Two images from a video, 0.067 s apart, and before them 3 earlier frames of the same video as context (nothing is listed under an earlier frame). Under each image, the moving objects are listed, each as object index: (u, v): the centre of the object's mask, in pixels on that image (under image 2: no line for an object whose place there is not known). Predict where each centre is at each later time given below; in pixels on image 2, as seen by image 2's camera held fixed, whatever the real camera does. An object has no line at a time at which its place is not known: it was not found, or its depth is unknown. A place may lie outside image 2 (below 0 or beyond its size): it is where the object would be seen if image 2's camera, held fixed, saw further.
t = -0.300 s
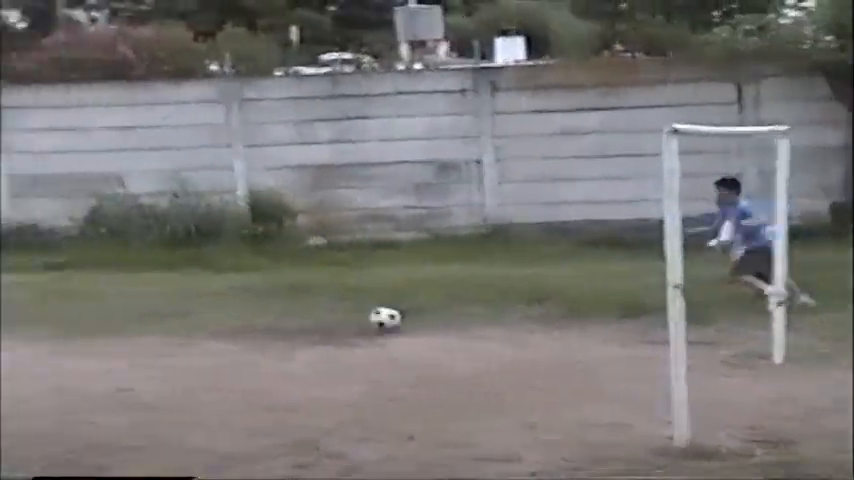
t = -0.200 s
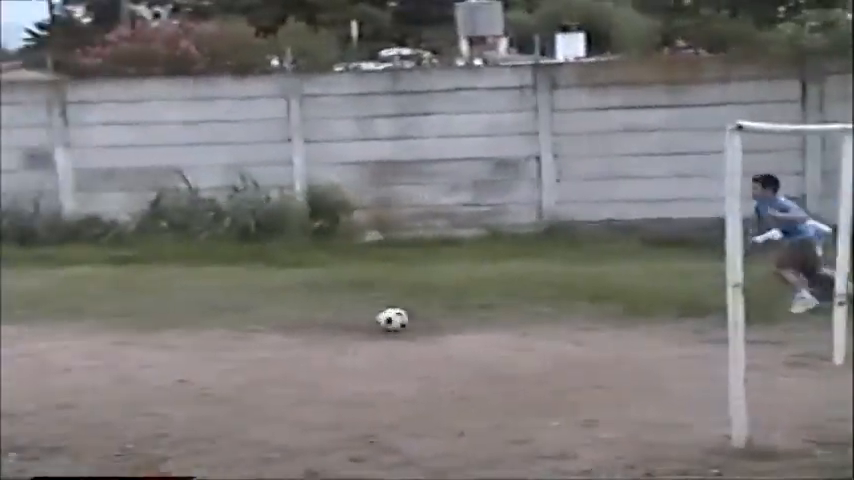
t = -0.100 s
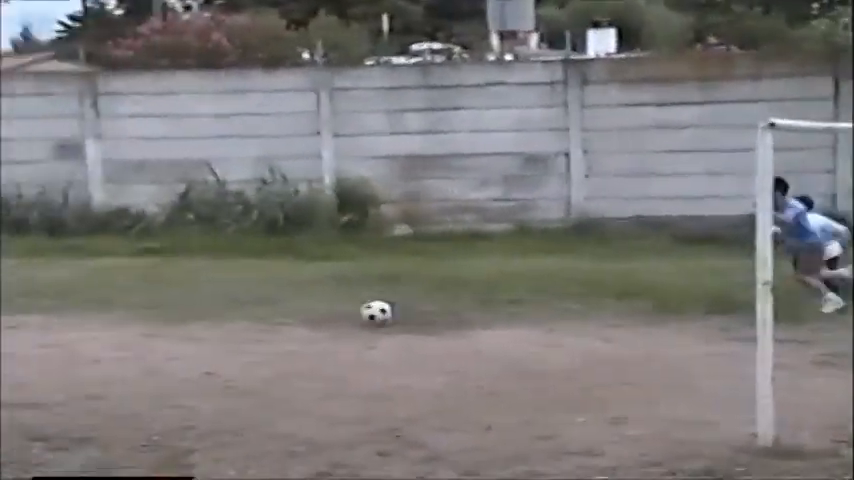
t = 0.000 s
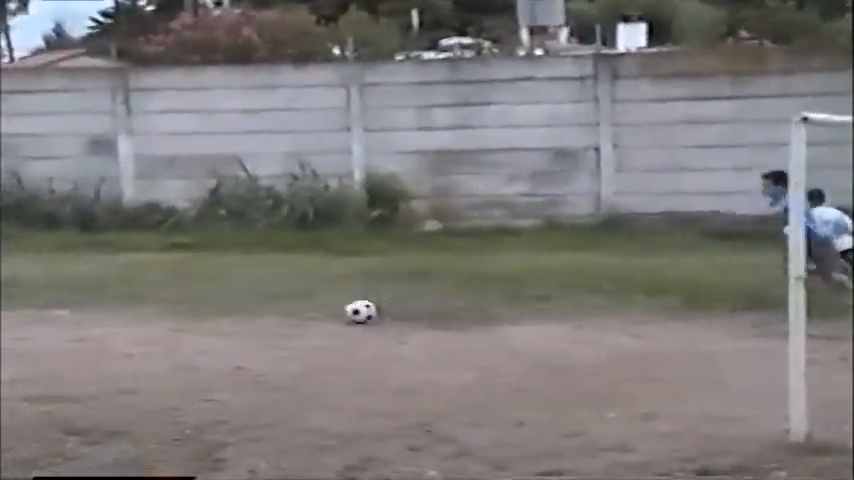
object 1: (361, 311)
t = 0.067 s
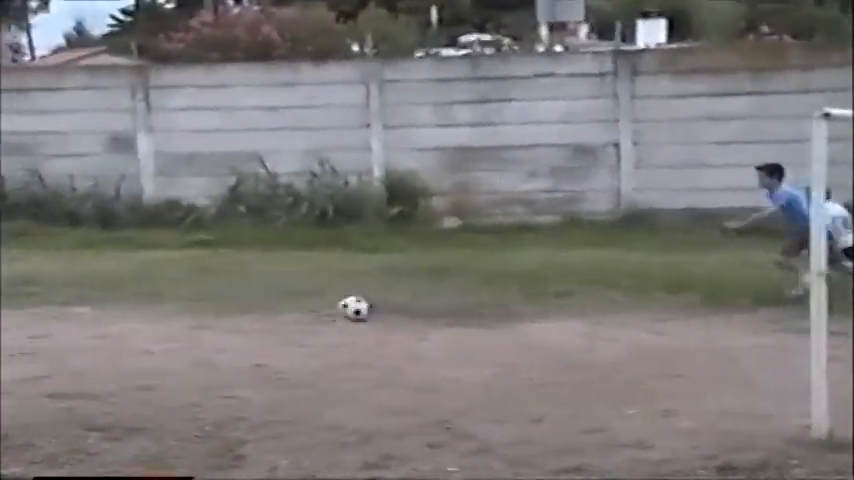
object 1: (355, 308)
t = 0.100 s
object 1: (340, 309)
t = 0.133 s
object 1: (326, 309)
